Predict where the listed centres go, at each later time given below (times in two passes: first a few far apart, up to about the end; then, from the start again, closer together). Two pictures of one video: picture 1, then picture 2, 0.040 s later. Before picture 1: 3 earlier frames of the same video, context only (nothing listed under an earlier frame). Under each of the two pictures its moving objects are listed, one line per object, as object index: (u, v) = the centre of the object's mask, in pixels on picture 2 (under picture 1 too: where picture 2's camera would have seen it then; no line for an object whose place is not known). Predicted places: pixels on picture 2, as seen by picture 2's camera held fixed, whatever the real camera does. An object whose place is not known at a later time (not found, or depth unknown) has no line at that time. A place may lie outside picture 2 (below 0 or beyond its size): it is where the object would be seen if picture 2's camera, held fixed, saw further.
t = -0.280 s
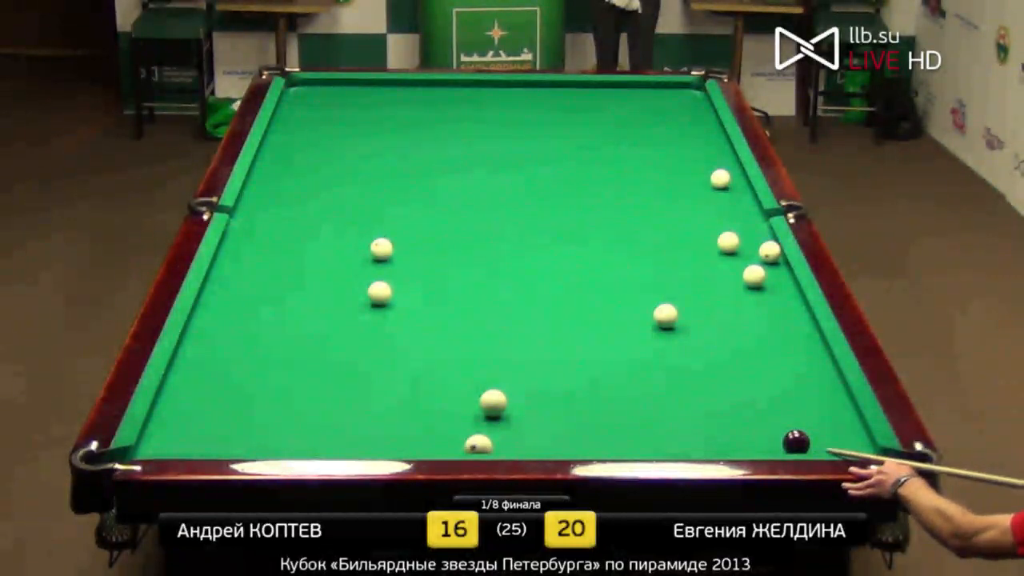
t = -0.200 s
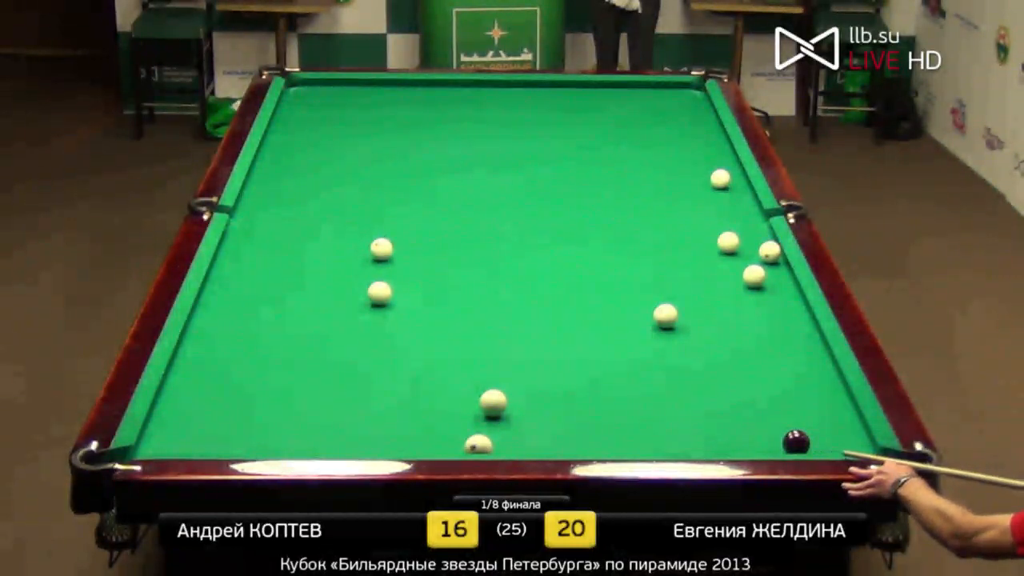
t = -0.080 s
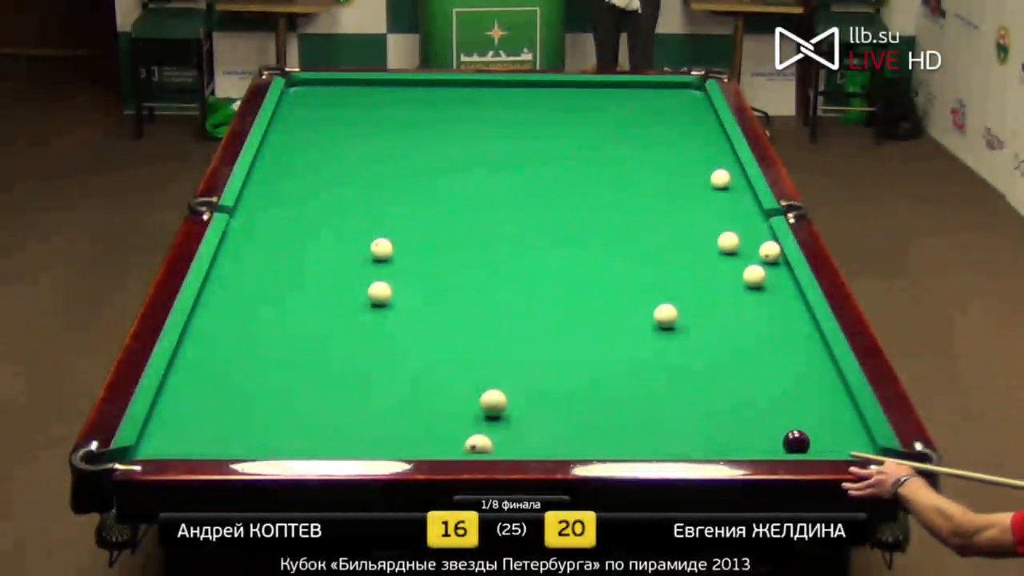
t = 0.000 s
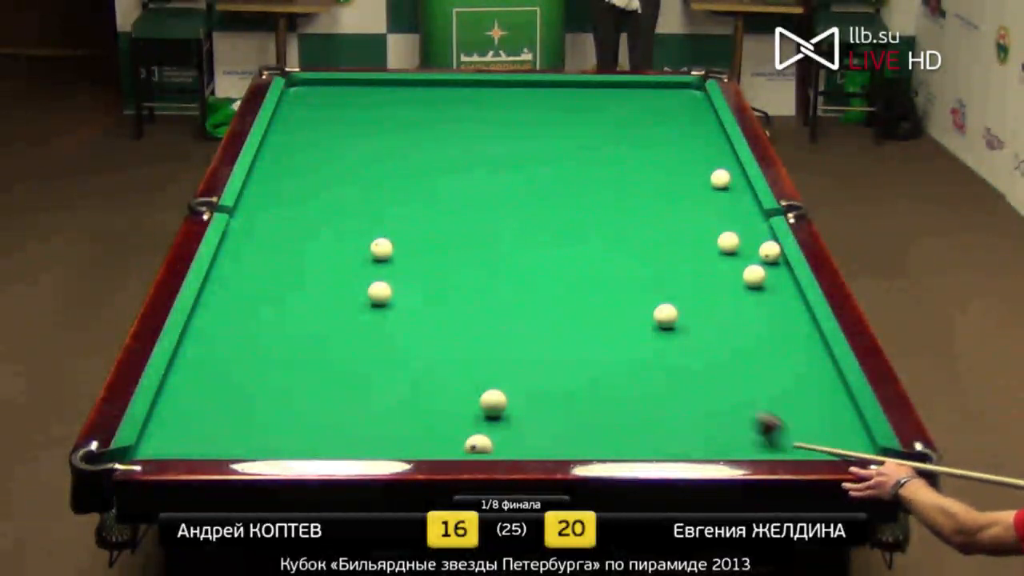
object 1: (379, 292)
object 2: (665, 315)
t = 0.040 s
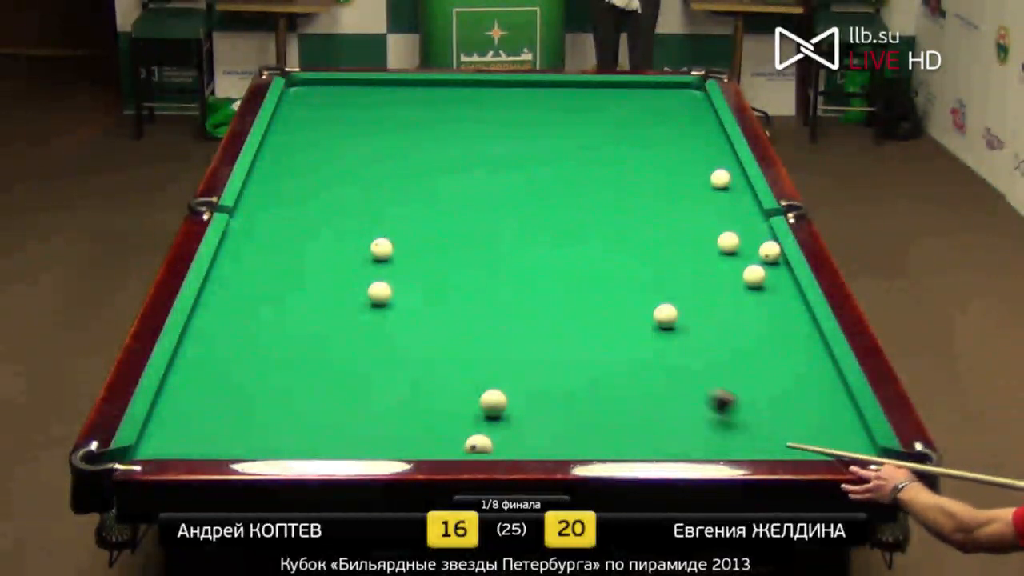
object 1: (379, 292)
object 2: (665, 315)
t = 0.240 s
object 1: (379, 292)
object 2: (665, 315)
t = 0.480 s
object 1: (379, 292)
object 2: (665, 315)
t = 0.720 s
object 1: (379, 292)
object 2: (665, 315)
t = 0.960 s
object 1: (379, 292)
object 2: (665, 315)
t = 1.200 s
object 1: (379, 293)
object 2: (665, 315)
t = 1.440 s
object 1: (377, 312)
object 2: (665, 315)
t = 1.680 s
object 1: (374, 333)
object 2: (665, 315)
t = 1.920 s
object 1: (371, 355)
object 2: (665, 315)
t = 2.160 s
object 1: (368, 378)
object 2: (665, 315)
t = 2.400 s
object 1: (365, 401)
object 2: (677, 310)
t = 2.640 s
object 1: (362, 425)
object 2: (692, 309)
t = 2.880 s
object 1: (358, 444)
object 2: (707, 306)
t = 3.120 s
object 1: (360, 437)
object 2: (720, 303)
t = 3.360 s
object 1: (362, 423)
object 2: (732, 300)
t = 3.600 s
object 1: (363, 410)
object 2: (743, 297)
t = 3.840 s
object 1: (364, 399)
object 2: (752, 295)
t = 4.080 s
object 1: (365, 388)
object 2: (760, 293)
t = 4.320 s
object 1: (366, 378)
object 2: (768, 292)
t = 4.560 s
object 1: (368, 369)
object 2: (774, 290)
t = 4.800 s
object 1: (370, 361)
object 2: (779, 289)
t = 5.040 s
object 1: (371, 354)
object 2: (783, 288)
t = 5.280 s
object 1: (372, 347)
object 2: (785, 287)
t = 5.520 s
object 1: (374, 340)
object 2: (787, 286)
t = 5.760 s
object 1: (374, 335)
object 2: (788, 286)
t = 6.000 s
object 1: (374, 330)
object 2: (788, 286)
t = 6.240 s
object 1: (374, 325)
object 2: (787, 286)
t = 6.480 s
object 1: (374, 321)
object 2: (787, 286)
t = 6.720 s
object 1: (373, 317)
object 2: (787, 286)
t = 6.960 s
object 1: (373, 315)
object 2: (787, 286)
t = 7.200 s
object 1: (373, 312)
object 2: (787, 286)
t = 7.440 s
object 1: (373, 310)
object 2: (787, 286)
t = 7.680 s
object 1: (373, 309)
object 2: (787, 286)
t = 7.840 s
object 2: (785, 286)
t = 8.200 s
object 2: (787, 286)
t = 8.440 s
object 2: (787, 286)
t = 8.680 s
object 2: (787, 286)
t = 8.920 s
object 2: (787, 286)
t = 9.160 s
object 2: (787, 286)
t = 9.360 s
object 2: (787, 286)
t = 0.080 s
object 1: (379, 292)
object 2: (665, 315)
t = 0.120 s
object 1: (379, 292)
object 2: (665, 315)
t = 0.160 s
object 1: (379, 292)
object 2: (665, 315)
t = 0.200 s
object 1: (379, 292)
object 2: (665, 315)
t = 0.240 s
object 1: (379, 292)
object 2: (665, 315)
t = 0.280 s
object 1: (379, 292)
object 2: (665, 315)
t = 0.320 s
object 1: (379, 292)
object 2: (665, 315)
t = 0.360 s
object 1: (379, 292)
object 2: (665, 315)
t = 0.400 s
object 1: (379, 292)
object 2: (665, 315)
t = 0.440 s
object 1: (379, 292)
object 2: (665, 315)
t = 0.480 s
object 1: (379, 292)
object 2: (665, 315)
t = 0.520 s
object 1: (379, 292)
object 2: (665, 315)
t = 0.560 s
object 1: (379, 292)
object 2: (665, 315)
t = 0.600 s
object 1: (379, 292)
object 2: (665, 315)
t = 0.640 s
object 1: (379, 292)
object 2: (665, 315)
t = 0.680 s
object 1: (379, 292)
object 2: (665, 315)
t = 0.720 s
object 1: (379, 292)
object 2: (665, 315)
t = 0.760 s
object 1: (379, 292)
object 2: (665, 315)
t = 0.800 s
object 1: (379, 292)
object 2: (665, 315)
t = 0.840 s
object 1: (379, 292)
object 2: (665, 315)
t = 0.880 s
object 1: (379, 292)
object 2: (665, 315)
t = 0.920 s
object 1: (379, 292)
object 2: (665, 315)
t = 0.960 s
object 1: (379, 292)
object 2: (665, 315)
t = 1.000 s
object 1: (379, 292)
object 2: (665, 315)
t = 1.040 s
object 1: (379, 292)
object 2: (665, 315)
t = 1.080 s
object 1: (379, 293)
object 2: (665, 315)
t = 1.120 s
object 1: (380, 293)
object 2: (665, 315)
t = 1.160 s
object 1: (380, 293)
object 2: (665, 315)
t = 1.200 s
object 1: (379, 293)
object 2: (665, 315)
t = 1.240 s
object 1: (379, 294)
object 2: (665, 315)
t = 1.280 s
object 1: (378, 298)
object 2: (665, 315)
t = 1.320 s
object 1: (378, 302)
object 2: (665, 315)
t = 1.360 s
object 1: (378, 306)
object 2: (665, 315)
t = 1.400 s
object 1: (377, 308)
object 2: (666, 315)
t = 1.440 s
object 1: (377, 312)
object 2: (665, 315)
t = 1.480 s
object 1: (376, 316)
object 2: (665, 315)
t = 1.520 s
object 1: (376, 319)
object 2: (665, 315)
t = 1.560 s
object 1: (375, 322)
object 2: (665, 315)
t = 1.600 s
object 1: (375, 326)
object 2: (665, 315)
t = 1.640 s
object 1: (374, 330)
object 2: (665, 315)
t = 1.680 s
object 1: (374, 333)
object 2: (665, 315)
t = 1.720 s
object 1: (373, 337)
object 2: (665, 315)
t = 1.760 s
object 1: (373, 341)
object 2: (665, 315)
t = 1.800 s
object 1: (372, 344)
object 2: (665, 315)
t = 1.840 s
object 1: (372, 348)
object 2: (665, 315)
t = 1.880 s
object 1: (371, 352)
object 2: (665, 315)
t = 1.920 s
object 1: (371, 355)
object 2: (665, 315)
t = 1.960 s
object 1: (370, 359)
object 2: (665, 315)
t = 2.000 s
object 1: (370, 363)
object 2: (665, 315)
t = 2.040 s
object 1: (369, 367)
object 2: (665, 315)
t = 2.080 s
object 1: (369, 370)
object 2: (665, 315)
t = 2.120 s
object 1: (368, 374)
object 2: (665, 315)
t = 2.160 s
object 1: (368, 378)
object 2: (665, 315)
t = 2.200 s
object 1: (367, 382)
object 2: (665, 315)
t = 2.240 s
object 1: (367, 386)
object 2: (666, 315)
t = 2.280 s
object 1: (366, 389)
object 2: (670, 314)
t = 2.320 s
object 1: (366, 393)
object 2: (673, 311)
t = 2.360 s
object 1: (365, 397)
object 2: (675, 310)
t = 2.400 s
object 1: (365, 401)
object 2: (677, 310)
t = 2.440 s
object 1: (364, 405)
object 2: (679, 310)
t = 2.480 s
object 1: (364, 409)
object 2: (682, 311)
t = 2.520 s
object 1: (363, 413)
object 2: (685, 311)
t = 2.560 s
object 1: (363, 417)
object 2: (687, 310)
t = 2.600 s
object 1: (362, 421)
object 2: (690, 310)
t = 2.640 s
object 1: (362, 425)
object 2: (692, 309)
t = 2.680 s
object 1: (361, 429)
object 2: (695, 309)
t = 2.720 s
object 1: (360, 433)
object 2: (697, 308)
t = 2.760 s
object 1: (360, 437)
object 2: (700, 307)
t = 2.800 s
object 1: (360, 438)
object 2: (702, 307)
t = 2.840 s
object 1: (359, 441)
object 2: (705, 306)
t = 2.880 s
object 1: (358, 444)
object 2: (707, 306)
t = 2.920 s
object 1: (358, 445)
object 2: (709, 305)
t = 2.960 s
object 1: (359, 443)
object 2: (711, 305)
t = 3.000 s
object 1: (359, 441)
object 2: (713, 304)
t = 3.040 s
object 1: (359, 439)
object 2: (716, 304)
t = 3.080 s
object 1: (360, 438)
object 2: (718, 303)
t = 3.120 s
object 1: (360, 437)
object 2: (720, 303)
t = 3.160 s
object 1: (360, 435)
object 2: (722, 302)
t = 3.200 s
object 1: (361, 432)
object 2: (724, 302)
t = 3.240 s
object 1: (361, 430)
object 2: (726, 301)
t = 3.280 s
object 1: (361, 427)
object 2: (728, 301)
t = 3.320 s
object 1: (362, 425)
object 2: (730, 300)
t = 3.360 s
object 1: (362, 423)
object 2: (732, 300)
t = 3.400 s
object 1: (362, 421)
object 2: (734, 299)
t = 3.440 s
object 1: (362, 419)
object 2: (736, 299)
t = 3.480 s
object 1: (363, 417)
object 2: (737, 299)
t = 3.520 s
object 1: (363, 414)
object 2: (740, 298)
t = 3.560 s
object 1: (363, 413)
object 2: (741, 298)
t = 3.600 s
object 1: (363, 410)
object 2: (743, 297)
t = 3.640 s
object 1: (363, 409)
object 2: (744, 297)
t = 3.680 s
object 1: (364, 407)
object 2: (746, 297)
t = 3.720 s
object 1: (364, 405)
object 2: (747, 296)
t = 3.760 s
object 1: (364, 403)
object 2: (749, 296)
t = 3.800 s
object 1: (364, 401)
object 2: (751, 296)
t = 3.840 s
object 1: (364, 399)
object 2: (752, 295)
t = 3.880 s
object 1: (364, 397)
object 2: (754, 295)
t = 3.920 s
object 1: (364, 396)
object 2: (755, 294)
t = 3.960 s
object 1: (365, 394)
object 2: (757, 294)
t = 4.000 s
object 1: (365, 392)
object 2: (758, 294)
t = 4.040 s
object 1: (365, 390)
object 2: (759, 293)
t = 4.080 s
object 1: (365, 388)
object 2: (760, 293)
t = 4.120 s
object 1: (365, 386)
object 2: (762, 293)
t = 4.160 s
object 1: (365, 385)
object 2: (763, 293)
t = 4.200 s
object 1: (366, 383)
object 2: (764, 292)
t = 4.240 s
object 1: (366, 382)
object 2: (765, 292)
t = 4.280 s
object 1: (366, 380)
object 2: (766, 292)
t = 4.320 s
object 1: (366, 378)
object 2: (768, 292)
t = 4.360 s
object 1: (367, 377)
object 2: (769, 291)
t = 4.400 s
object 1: (367, 375)
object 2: (770, 291)
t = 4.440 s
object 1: (367, 374)
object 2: (771, 291)
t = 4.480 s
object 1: (367, 372)
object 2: (772, 291)
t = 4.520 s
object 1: (368, 371)
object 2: (773, 290)
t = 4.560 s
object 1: (368, 369)
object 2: (774, 290)
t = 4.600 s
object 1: (368, 368)
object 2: (775, 290)
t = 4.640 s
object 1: (368, 367)
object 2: (776, 290)
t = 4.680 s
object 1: (369, 365)
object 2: (776, 290)
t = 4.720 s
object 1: (369, 364)
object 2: (777, 289)
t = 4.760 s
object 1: (369, 363)
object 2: (778, 289)
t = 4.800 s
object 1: (370, 361)
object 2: (779, 289)
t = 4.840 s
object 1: (370, 360)
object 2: (780, 289)
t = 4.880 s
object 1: (370, 359)
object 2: (780, 288)
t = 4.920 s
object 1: (370, 357)
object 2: (781, 288)
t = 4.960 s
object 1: (370, 356)
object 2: (782, 288)
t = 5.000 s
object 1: (371, 355)
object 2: (782, 288)
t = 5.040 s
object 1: (371, 354)
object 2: (783, 288)
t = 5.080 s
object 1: (371, 353)
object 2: (784, 287)
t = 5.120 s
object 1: (371, 351)
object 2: (784, 287)
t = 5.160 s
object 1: (372, 350)
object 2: (784, 287)
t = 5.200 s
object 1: (372, 349)
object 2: (785, 287)
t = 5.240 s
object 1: (372, 348)
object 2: (785, 287)
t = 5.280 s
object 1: (372, 347)
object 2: (785, 287)
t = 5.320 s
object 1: (373, 346)
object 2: (786, 287)
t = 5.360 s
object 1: (373, 345)
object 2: (786, 286)
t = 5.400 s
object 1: (373, 344)
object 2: (787, 286)
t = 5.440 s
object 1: (373, 343)
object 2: (787, 286)
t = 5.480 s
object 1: (373, 342)
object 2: (787, 286)
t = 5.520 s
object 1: (374, 340)
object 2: (787, 286)
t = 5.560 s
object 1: (374, 339)
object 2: (788, 286)
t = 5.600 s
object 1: (374, 339)
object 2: (788, 286)
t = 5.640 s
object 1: (374, 337)
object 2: (788, 286)
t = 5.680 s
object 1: (374, 337)
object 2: (788, 286)
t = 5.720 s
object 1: (374, 336)
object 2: (788, 286)
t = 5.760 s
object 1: (374, 335)
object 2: (788, 286)
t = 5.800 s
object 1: (374, 334)
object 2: (788, 286)
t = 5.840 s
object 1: (374, 333)
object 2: (788, 286)
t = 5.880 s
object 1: (374, 332)
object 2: (788, 286)
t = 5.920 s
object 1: (374, 331)
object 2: (788, 286)
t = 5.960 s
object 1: (374, 330)
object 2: (788, 286)
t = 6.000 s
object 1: (374, 330)
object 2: (788, 286)
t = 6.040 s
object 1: (374, 329)
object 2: (788, 286)
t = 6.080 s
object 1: (374, 328)
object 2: (788, 286)
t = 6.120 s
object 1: (374, 327)
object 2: (788, 286)
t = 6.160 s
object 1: (374, 326)
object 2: (787, 286)
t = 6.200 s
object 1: (374, 324)
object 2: (788, 285)
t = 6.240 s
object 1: (374, 325)
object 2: (787, 286)
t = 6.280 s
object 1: (374, 324)
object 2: (787, 286)
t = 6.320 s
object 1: (374, 323)
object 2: (787, 286)
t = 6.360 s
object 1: (374, 323)
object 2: (787, 286)
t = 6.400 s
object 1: (374, 322)
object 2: (787, 286)
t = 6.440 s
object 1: (373, 322)
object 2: (787, 286)
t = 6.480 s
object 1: (374, 321)
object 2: (787, 286)
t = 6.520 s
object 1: (373, 320)
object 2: (787, 286)
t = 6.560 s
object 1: (373, 320)
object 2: (787, 286)
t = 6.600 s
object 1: (373, 319)
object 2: (787, 286)
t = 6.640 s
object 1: (373, 319)
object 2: (787, 286)
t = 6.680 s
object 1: (373, 318)
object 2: (787, 286)
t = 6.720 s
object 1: (373, 317)
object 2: (787, 286)
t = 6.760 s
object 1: (373, 317)
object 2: (787, 286)
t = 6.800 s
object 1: (373, 316)
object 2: (787, 286)
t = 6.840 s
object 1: (373, 316)
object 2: (787, 286)
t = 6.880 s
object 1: (373, 316)
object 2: (787, 286)
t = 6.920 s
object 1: (373, 315)
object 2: (787, 286)
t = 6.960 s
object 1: (373, 315)
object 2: (787, 286)
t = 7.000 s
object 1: (373, 314)
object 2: (787, 286)
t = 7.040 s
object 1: (373, 314)
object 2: (787, 286)
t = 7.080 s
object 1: (373, 313)
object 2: (787, 286)
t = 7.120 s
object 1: (373, 313)
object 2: (787, 286)
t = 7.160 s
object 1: (373, 312)
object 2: (787, 286)
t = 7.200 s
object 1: (373, 312)
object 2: (787, 286)
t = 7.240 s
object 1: (374, 312)
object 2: (787, 286)
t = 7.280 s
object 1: (374, 311)
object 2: (787, 286)
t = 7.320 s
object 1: (373, 311)
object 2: (787, 286)
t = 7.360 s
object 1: (373, 311)
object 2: (787, 286)
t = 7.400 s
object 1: (373, 311)
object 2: (787, 286)
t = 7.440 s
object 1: (373, 310)
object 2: (787, 286)
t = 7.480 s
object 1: (373, 310)
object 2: (787, 286)
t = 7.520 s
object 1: (373, 310)
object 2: (787, 286)
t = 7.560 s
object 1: (373, 310)
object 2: (787, 286)
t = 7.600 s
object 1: (373, 309)
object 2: (787, 286)
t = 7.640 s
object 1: (373, 309)
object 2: (787, 286)
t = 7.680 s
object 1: (373, 309)
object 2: (787, 286)
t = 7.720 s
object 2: (787, 286)
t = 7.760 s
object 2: (787, 286)
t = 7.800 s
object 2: (787, 286)
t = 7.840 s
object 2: (785, 286)
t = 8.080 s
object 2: (787, 286)
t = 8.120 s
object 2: (787, 285)
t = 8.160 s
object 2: (787, 285)
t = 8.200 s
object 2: (787, 286)
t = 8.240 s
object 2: (787, 286)
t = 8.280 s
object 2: (787, 286)
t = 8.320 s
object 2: (787, 286)
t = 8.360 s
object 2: (787, 286)
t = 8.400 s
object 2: (787, 286)
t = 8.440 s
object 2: (787, 286)
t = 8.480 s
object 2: (787, 286)
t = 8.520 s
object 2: (787, 286)
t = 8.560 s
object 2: (787, 286)
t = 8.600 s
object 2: (787, 285)
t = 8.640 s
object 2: (787, 286)
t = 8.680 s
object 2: (787, 286)
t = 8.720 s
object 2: (787, 286)
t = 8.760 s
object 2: (787, 286)
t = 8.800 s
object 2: (787, 286)
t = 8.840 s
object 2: (787, 286)
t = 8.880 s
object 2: (787, 286)
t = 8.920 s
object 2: (787, 286)
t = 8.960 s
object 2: (787, 286)
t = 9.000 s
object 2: (787, 286)
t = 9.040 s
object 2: (787, 286)
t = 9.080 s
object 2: (787, 286)
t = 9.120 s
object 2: (787, 286)
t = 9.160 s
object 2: (787, 286)
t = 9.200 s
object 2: (787, 286)
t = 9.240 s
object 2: (787, 286)
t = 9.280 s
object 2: (787, 286)
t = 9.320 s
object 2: (787, 286)
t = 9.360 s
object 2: (787, 286)
